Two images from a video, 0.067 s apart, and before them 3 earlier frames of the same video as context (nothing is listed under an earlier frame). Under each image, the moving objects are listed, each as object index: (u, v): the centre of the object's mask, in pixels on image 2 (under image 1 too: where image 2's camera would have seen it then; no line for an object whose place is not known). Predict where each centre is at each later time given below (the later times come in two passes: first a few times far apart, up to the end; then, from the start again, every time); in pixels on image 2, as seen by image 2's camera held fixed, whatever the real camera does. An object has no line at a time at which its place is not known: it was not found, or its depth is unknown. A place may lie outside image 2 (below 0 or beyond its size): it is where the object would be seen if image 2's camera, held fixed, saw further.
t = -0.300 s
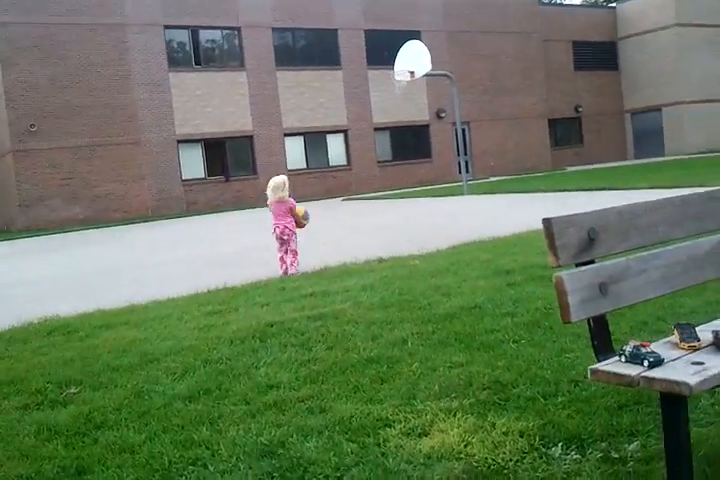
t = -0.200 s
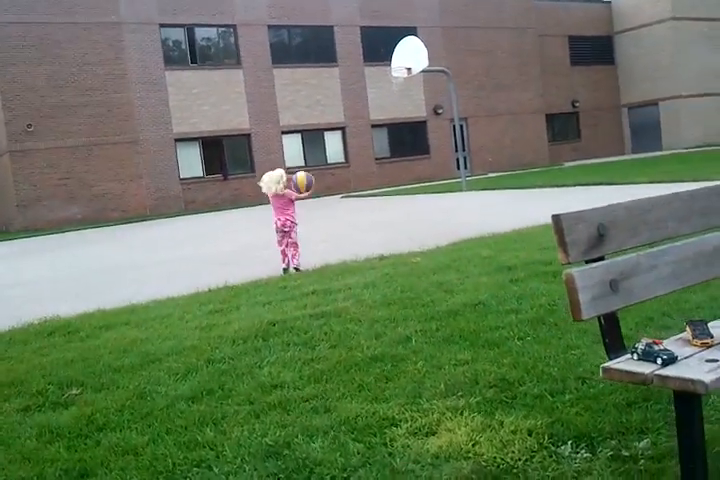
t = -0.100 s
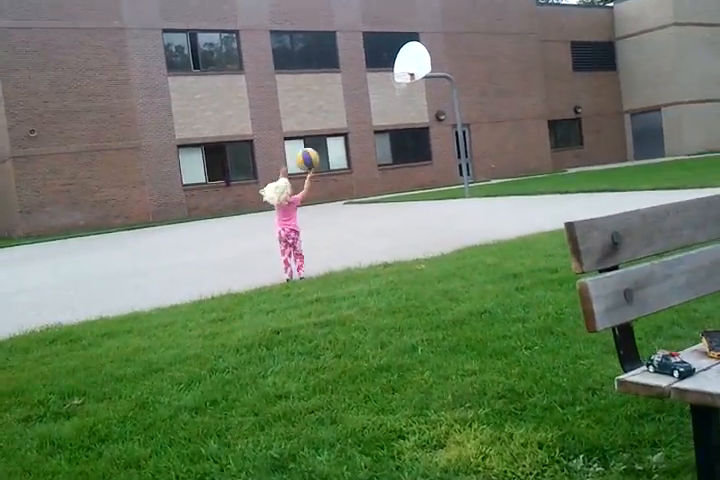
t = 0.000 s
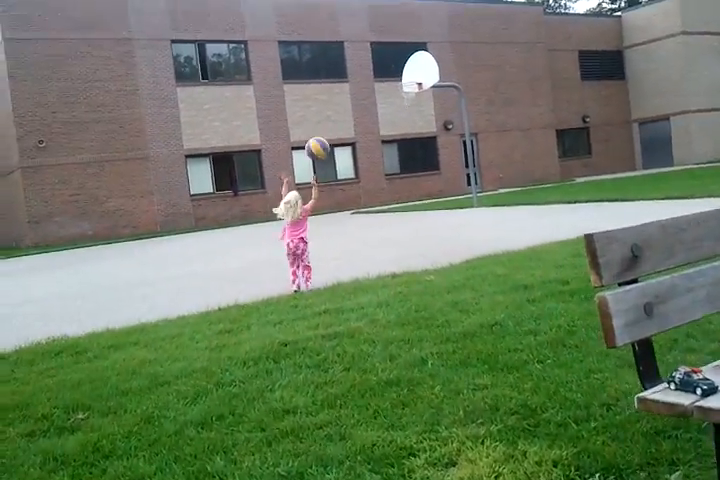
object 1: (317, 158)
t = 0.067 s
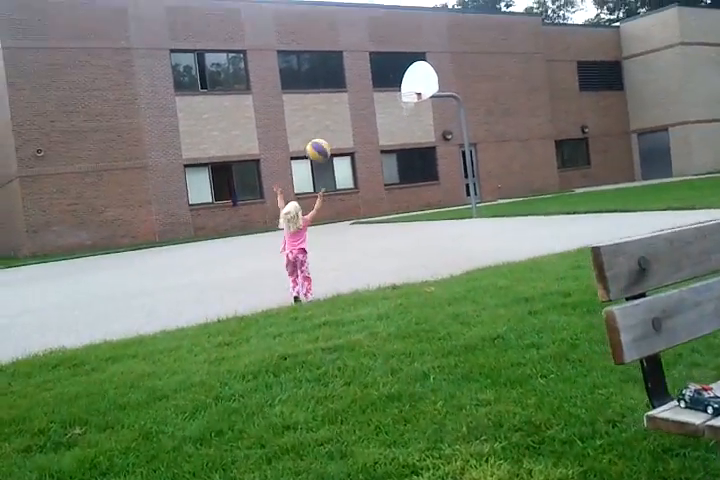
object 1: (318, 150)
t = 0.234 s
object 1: (324, 151)
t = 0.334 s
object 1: (330, 168)
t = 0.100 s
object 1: (319, 148)
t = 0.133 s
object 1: (319, 147)
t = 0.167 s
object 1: (321, 147)
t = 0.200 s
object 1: (322, 148)
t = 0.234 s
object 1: (324, 151)
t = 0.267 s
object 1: (326, 154)
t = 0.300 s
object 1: (328, 160)
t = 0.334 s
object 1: (330, 168)
